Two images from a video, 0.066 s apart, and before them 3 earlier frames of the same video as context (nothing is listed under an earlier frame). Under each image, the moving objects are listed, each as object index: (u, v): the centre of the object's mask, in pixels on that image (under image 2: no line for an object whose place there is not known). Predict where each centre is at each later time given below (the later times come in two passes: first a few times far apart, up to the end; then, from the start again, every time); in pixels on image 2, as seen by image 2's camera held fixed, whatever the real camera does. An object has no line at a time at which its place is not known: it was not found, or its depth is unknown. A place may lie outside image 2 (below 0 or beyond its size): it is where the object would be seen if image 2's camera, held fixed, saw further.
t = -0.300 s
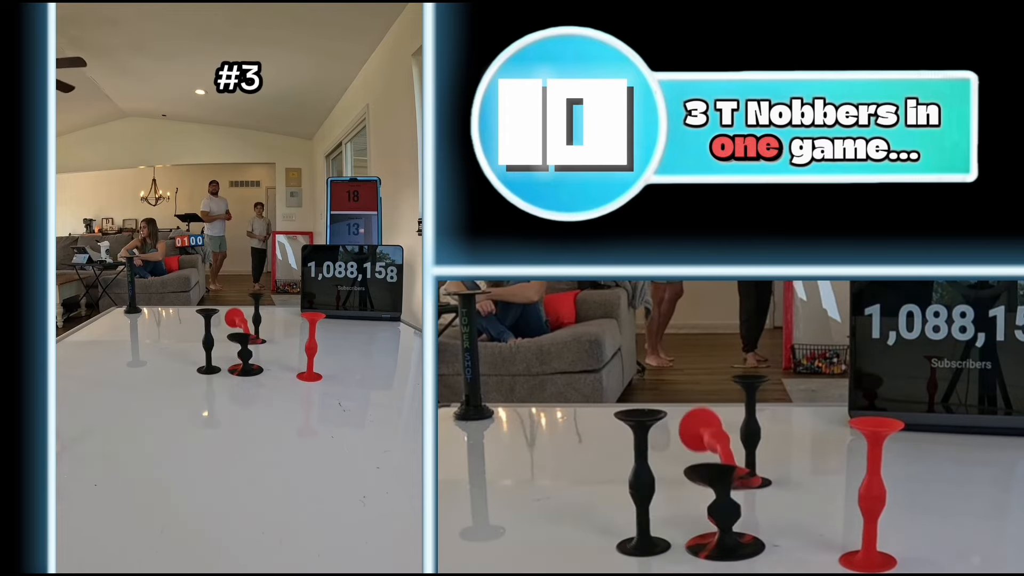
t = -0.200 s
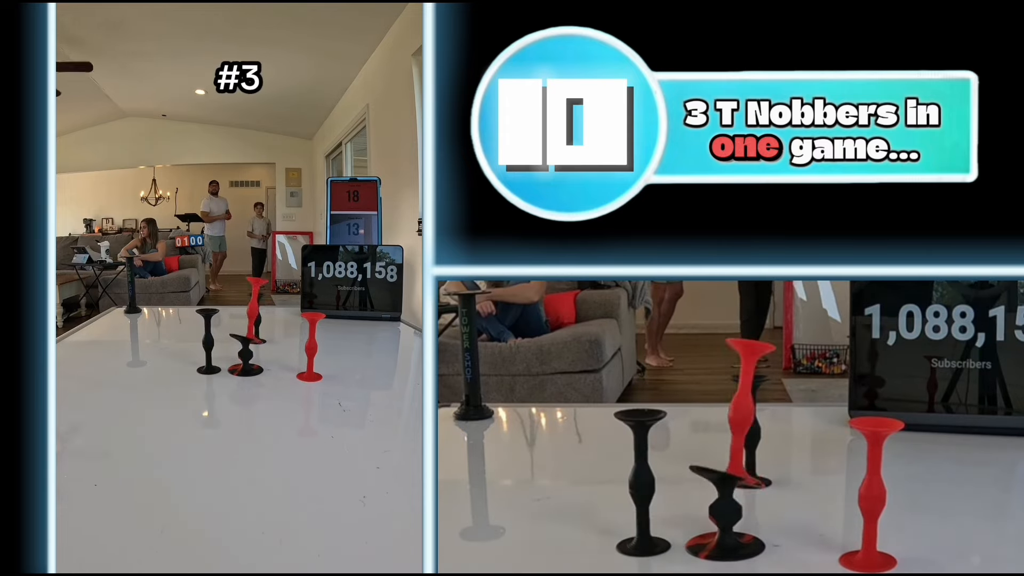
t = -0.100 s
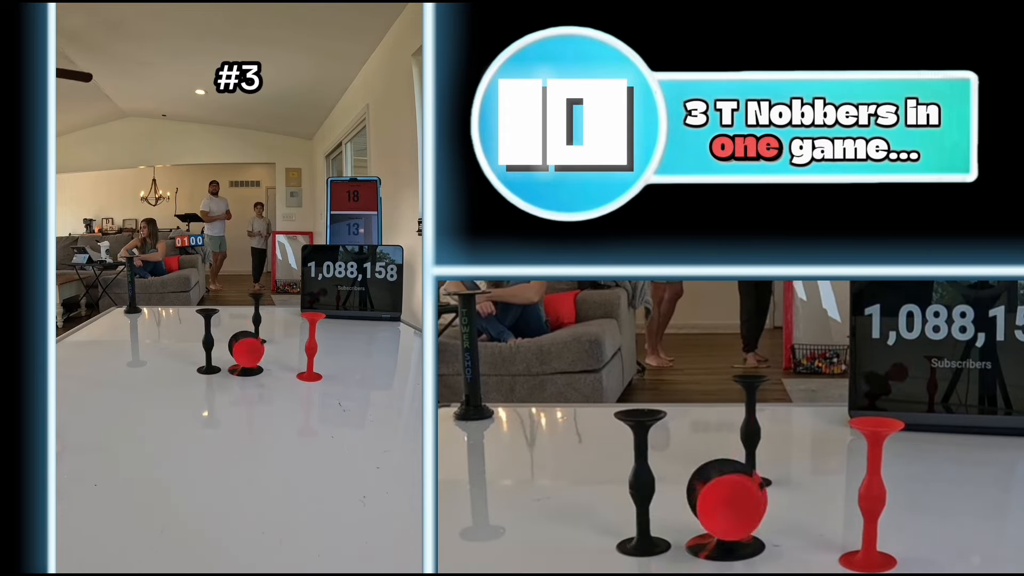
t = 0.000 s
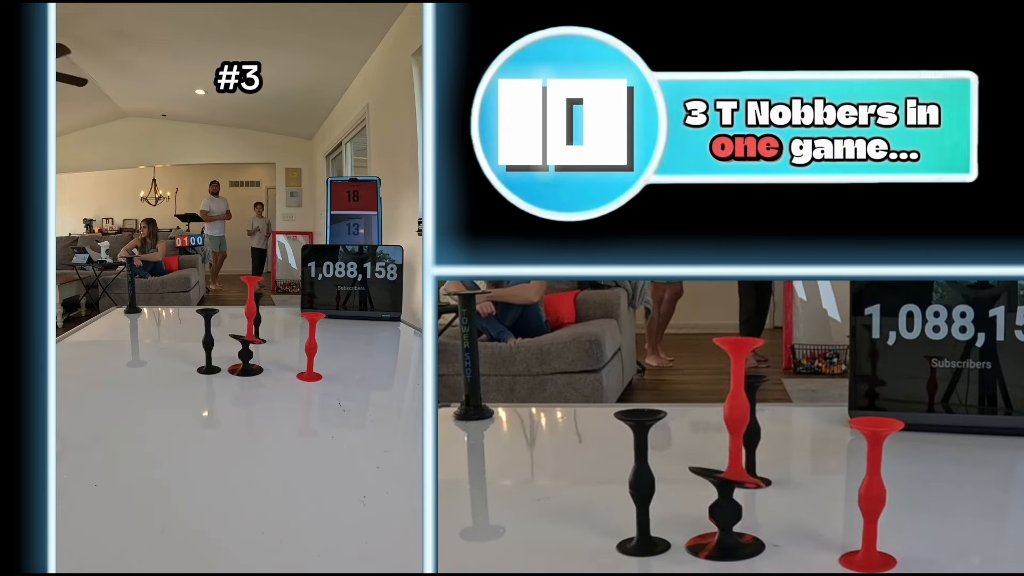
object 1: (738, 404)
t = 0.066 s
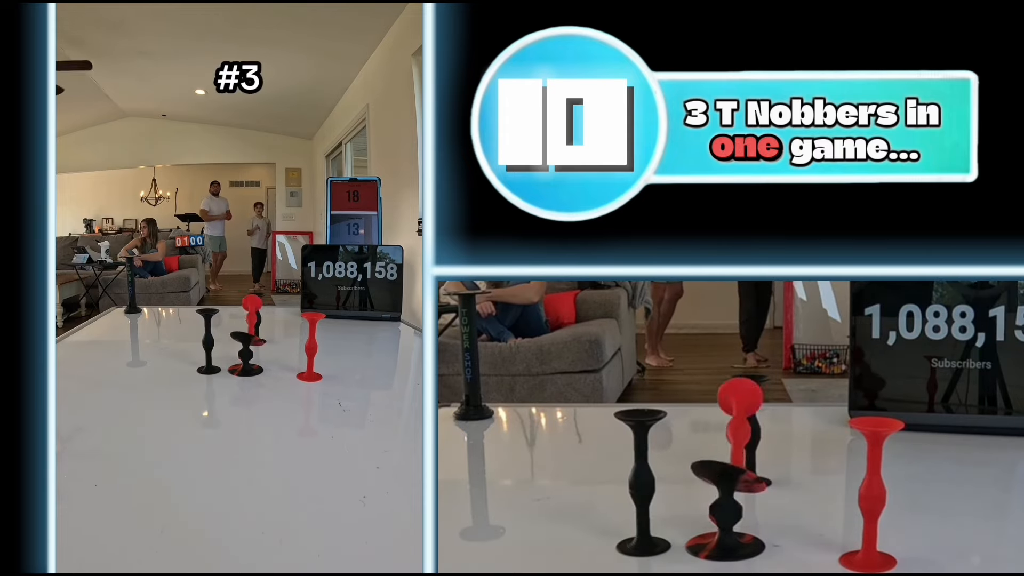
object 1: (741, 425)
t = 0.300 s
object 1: (740, 419)
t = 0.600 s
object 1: (743, 425)
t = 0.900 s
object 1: (744, 421)
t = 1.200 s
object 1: (743, 418)
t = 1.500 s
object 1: (741, 416)
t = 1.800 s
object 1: (740, 416)
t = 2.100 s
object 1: (739, 415)
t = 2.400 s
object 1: (739, 415)
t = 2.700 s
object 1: (738, 415)
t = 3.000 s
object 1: (738, 415)
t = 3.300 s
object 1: (738, 415)
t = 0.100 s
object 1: (741, 413)
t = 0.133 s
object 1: (740, 404)
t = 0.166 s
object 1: (737, 418)
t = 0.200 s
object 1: (733, 439)
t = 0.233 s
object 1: (732, 457)
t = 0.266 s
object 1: (736, 442)
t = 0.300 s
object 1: (740, 419)
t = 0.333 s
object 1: (741, 412)
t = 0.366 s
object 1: (741, 402)
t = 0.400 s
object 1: (738, 406)
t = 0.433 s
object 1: (736, 403)
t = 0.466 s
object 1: (735, 408)
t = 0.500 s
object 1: (736, 416)
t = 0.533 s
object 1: (738, 424)
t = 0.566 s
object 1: (740, 432)
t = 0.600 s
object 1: (743, 425)
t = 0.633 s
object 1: (743, 415)
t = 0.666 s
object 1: (740, 413)
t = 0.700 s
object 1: (737, 402)
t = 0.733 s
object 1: (734, 402)
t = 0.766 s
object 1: (733, 404)
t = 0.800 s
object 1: (735, 414)
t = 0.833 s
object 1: (738, 416)
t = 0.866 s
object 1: (741, 419)
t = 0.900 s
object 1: (744, 421)
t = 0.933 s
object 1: (744, 418)
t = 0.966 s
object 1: (741, 414)
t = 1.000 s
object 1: (738, 412)
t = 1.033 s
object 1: (735, 406)
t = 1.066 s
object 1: (734, 406)
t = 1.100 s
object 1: (735, 411)
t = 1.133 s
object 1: (737, 415)
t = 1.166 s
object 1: (740, 416)
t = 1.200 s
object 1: (743, 418)
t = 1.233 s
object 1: (743, 417)
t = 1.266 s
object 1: (741, 415)
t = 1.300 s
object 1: (738, 414)
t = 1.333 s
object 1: (736, 412)
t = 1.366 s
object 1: (735, 411)
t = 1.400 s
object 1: (735, 413)
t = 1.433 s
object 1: (737, 415)
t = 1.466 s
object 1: (740, 416)
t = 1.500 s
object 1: (741, 416)
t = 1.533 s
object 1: (741, 416)
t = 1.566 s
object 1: (740, 415)
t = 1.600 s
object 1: (738, 414)
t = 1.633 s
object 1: (736, 415)
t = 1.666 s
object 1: (736, 414)
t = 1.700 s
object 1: (736, 415)
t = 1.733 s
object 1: (738, 415)
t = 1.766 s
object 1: (740, 416)
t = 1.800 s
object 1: (740, 416)
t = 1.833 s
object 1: (740, 415)
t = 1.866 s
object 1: (739, 415)
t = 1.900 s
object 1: (738, 415)
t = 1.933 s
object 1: (737, 415)
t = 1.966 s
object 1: (737, 415)
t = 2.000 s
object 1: (737, 415)
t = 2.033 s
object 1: (739, 415)
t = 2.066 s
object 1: (739, 415)
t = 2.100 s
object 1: (739, 415)
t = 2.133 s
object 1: (739, 415)
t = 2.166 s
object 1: (738, 415)
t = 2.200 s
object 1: (737, 415)
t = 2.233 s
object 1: (737, 415)
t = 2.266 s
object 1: (737, 415)
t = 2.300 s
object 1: (738, 415)
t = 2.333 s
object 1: (739, 415)
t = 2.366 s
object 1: (739, 415)
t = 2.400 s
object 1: (739, 415)
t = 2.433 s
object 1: (738, 415)
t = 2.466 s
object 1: (738, 415)
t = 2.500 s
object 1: (738, 415)
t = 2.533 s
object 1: (738, 415)
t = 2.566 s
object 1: (738, 415)
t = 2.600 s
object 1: (738, 415)
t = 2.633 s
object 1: (739, 415)
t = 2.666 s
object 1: (739, 415)
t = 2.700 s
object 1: (738, 415)
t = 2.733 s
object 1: (738, 415)
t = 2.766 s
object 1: (738, 415)
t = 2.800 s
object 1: (738, 415)
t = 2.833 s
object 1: (738, 415)
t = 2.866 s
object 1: (738, 415)
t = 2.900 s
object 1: (738, 415)
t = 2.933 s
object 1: (738, 415)
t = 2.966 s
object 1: (738, 415)
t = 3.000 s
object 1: (738, 415)
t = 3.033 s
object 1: (738, 415)
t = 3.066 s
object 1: (738, 415)
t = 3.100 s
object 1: (738, 415)
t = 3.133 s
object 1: (738, 415)
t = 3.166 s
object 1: (738, 415)
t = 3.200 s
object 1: (738, 415)
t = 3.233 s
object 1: (738, 415)
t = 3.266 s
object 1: (738, 415)
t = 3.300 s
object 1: (738, 415)
